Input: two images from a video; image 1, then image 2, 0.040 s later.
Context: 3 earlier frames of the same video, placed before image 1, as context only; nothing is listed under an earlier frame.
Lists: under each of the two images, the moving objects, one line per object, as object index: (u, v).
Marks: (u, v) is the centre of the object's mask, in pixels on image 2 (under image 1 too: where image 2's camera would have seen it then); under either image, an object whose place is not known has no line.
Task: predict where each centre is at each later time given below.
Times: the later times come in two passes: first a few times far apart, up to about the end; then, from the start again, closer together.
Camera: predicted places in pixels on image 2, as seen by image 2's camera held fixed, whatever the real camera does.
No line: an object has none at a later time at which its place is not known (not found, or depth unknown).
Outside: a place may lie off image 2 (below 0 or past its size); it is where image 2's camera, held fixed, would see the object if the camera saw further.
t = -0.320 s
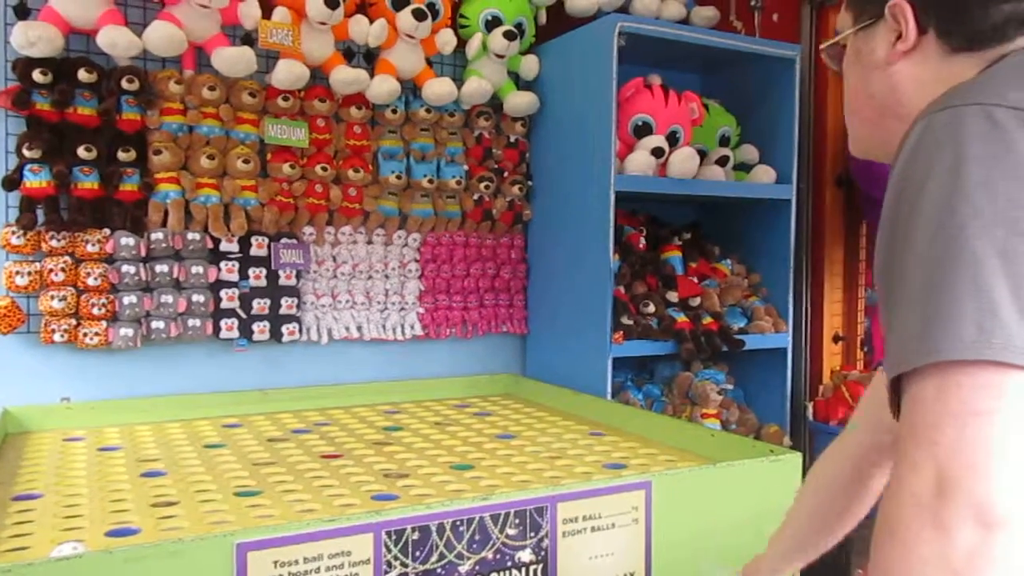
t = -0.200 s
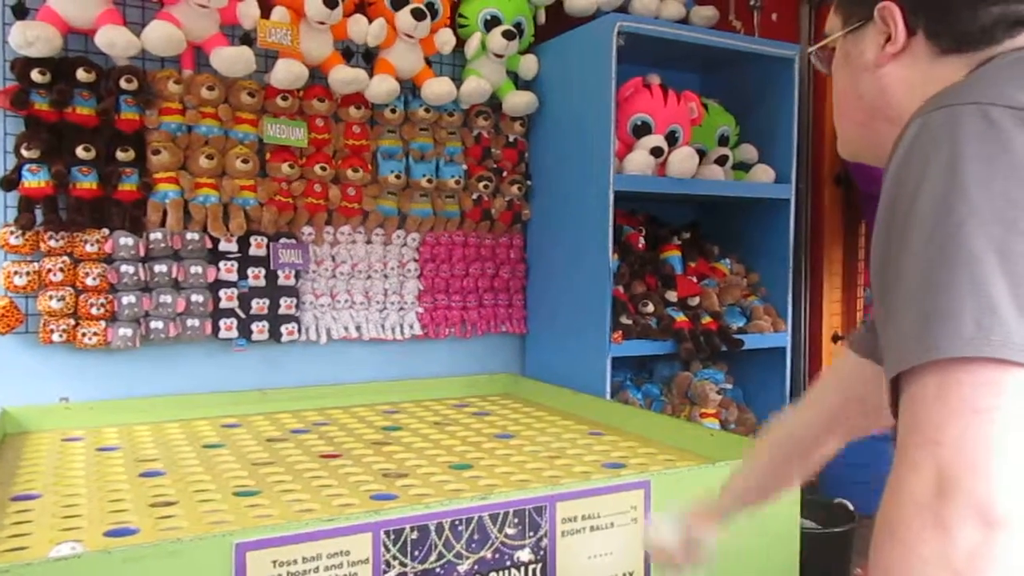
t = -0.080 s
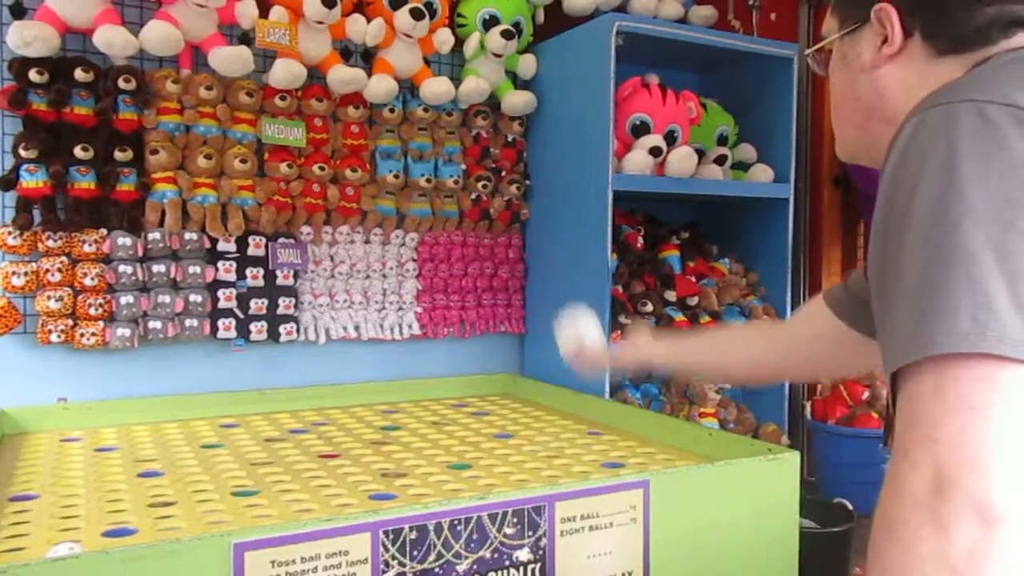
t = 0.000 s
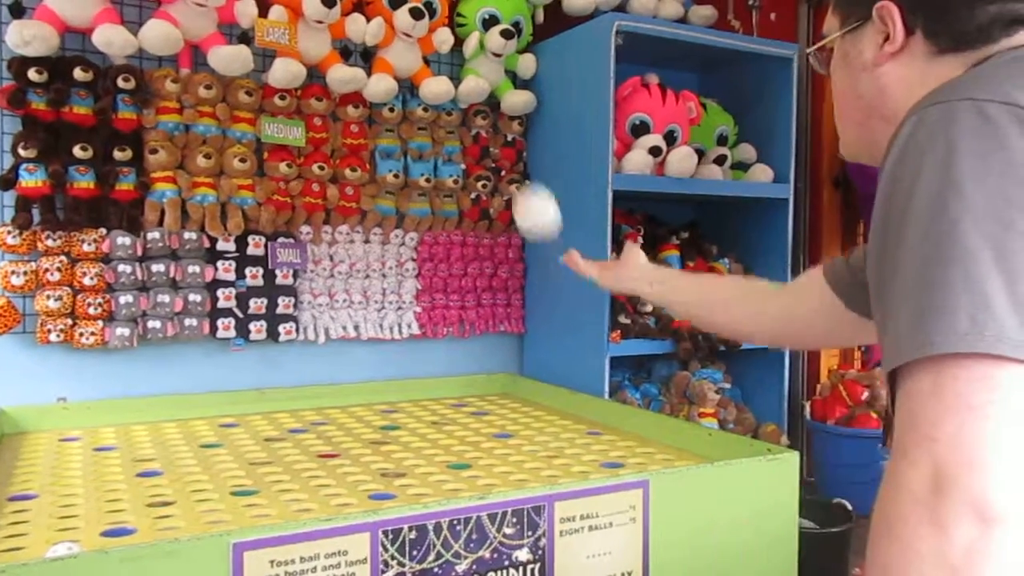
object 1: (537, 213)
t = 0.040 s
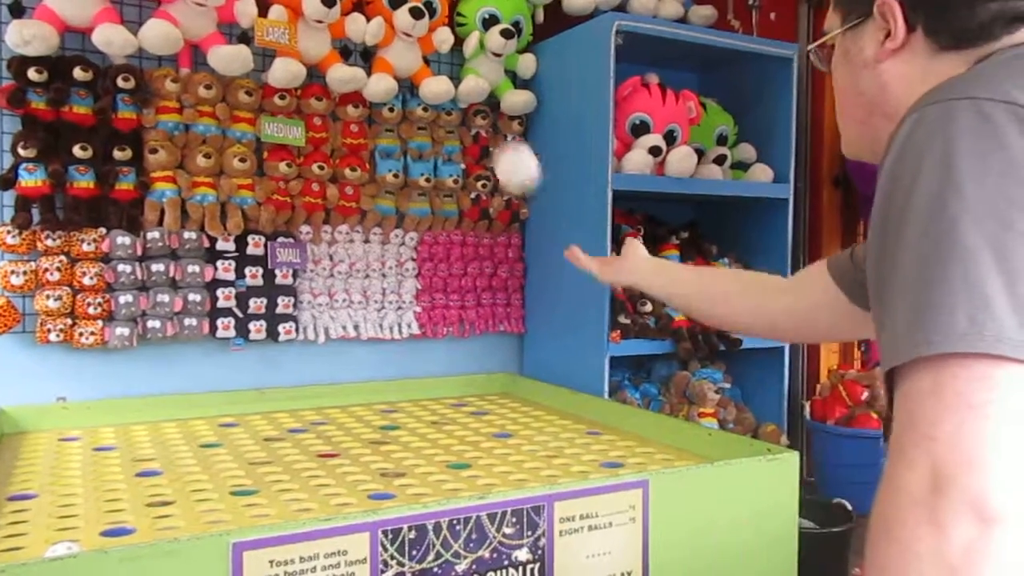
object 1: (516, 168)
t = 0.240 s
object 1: (432, 71)
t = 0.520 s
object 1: (348, 209)
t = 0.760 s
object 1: (299, 472)
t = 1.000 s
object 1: (268, 352)
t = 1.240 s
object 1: (243, 396)
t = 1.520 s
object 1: (216, 398)
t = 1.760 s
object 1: (192, 413)
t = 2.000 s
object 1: (174, 414)
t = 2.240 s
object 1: (159, 402)
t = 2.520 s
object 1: (167, 415)
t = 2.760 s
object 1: (173, 414)
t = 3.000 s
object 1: (164, 419)
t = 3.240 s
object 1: (164, 420)
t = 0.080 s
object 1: (498, 132)
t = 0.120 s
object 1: (479, 103)
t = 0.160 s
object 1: (465, 87)
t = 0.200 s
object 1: (448, 73)
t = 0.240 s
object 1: (432, 71)
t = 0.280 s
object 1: (417, 76)
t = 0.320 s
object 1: (405, 88)
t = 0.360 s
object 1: (392, 104)
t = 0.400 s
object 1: (381, 122)
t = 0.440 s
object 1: (369, 146)
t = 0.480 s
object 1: (358, 176)
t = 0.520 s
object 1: (348, 209)
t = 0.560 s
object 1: (337, 245)
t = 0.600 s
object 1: (329, 285)
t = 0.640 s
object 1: (319, 331)
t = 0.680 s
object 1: (314, 375)
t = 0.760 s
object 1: (299, 472)
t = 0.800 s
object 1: (293, 439)
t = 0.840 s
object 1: (287, 410)
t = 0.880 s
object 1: (282, 386)
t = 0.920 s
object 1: (278, 372)
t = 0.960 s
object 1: (273, 360)
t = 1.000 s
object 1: (268, 352)
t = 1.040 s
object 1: (264, 349)
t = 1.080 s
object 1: (259, 349)
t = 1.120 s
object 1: (255, 355)
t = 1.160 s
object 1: (251, 364)
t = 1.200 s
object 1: (249, 378)
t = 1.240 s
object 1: (243, 396)
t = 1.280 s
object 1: (240, 416)
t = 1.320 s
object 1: (237, 438)
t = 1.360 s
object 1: (233, 428)
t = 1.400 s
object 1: (228, 415)
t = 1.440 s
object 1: (224, 405)
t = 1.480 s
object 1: (220, 400)
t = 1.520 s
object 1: (216, 398)
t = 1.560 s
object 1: (211, 400)
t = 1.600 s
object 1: (207, 407)
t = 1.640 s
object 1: (203, 417)
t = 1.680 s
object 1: (200, 429)
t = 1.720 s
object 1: (195, 419)
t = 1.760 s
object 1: (192, 413)
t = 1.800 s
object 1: (189, 411)
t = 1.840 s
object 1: (186, 412)
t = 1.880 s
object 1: (183, 416)
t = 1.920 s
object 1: (178, 416)
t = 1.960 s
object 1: (176, 415)
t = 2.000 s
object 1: (174, 414)
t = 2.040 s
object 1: (172, 415)
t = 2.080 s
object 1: (169, 413)
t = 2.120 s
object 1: (166, 412)
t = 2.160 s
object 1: (163, 410)
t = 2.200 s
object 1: (161, 405)
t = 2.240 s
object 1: (159, 402)
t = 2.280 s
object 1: (159, 402)
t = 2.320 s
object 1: (158, 407)
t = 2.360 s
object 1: (157, 414)
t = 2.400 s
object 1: (159, 413)
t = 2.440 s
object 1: (162, 412)
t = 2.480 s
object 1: (165, 416)
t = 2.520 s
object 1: (167, 415)
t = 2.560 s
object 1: (169, 415)
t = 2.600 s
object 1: (171, 415)
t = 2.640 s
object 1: (172, 415)
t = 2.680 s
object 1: (172, 414)
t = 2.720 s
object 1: (173, 415)
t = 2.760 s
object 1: (173, 414)
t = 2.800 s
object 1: (173, 415)
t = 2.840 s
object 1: (173, 415)
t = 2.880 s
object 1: (171, 415)
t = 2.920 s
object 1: (170, 415)
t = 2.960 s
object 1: (166, 418)
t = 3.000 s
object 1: (164, 419)
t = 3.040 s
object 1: (166, 419)
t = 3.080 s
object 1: (166, 418)
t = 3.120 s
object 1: (165, 419)
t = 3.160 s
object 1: (165, 419)
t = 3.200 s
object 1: (165, 420)
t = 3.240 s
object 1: (164, 420)
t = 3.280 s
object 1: (164, 421)
